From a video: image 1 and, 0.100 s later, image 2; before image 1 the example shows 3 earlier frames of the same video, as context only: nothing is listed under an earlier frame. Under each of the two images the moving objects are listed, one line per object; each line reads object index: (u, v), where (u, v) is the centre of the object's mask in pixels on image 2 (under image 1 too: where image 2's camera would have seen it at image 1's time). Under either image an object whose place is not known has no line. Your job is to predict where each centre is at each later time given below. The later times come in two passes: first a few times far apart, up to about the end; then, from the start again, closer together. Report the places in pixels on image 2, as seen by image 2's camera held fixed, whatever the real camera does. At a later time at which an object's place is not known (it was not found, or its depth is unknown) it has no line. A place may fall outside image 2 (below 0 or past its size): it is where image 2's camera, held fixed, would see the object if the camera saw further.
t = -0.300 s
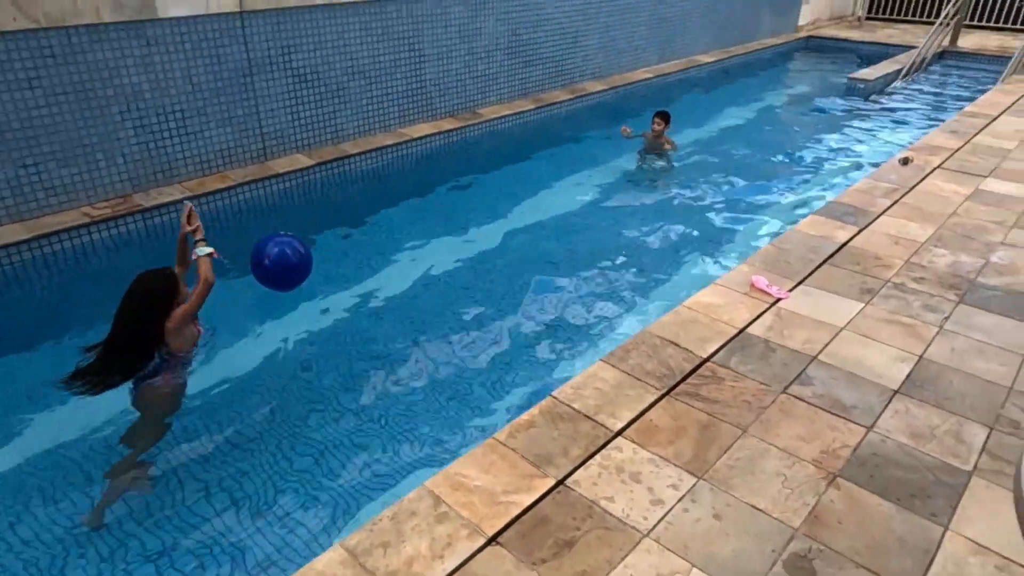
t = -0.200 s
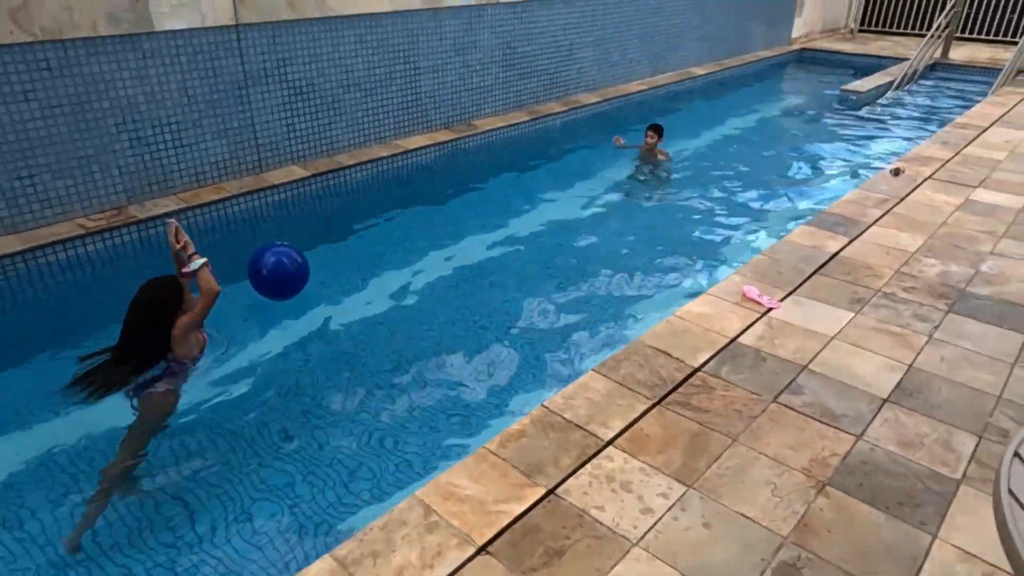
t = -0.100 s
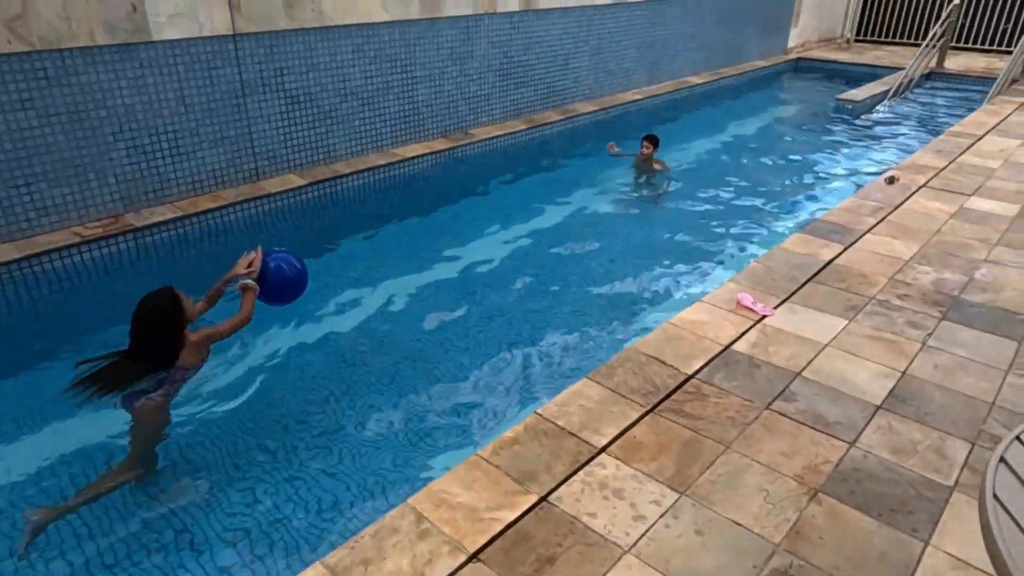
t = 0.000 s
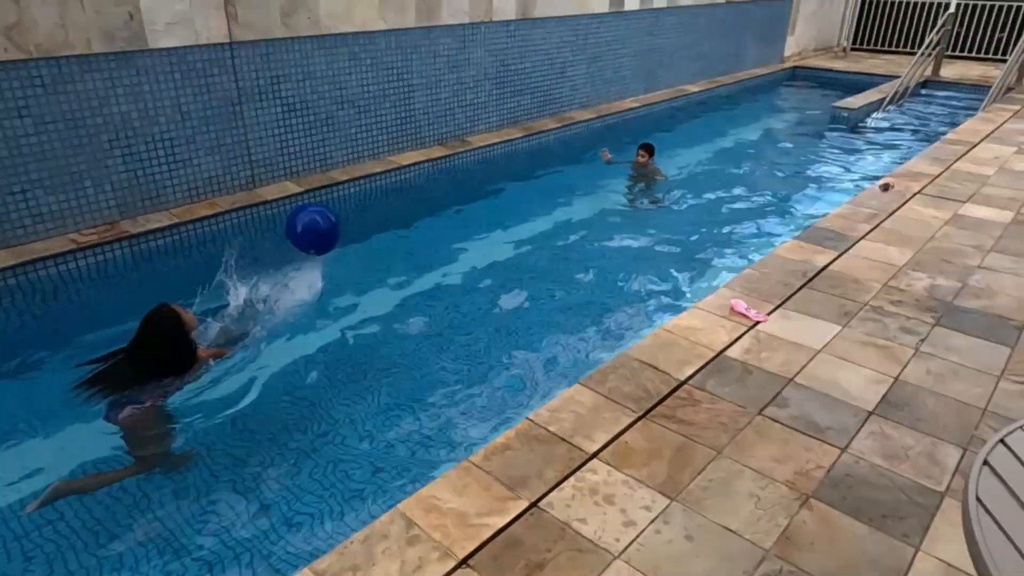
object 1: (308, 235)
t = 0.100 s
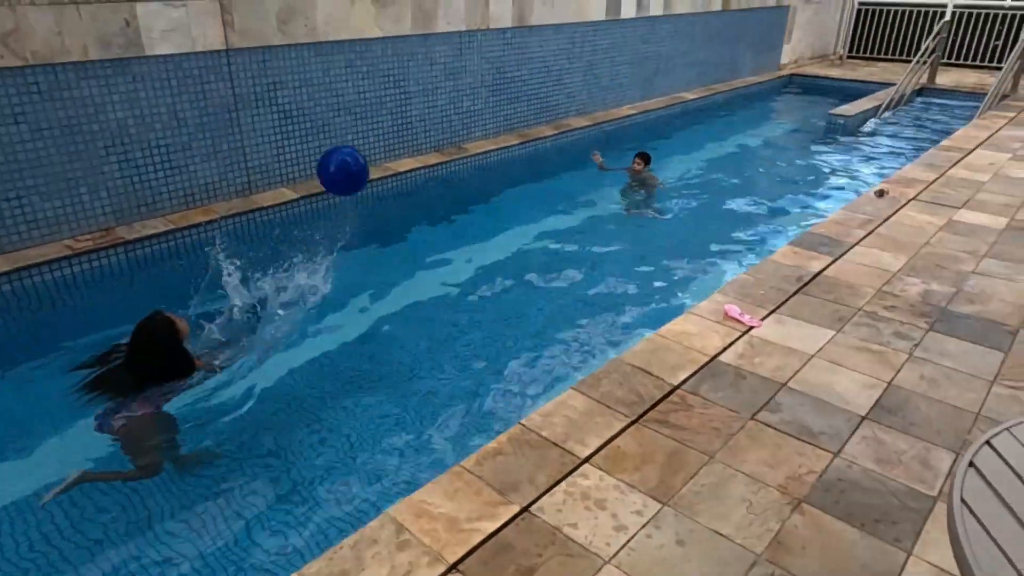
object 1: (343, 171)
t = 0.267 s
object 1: (392, 111)
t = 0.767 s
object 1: (493, 134)
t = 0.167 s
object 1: (364, 140)
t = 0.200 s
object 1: (373, 129)
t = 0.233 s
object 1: (383, 119)
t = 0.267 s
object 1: (392, 111)
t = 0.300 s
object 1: (400, 103)
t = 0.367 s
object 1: (416, 94)
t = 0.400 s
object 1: (424, 93)
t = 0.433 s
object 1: (432, 92)
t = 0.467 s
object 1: (439, 93)
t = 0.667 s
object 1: (477, 114)
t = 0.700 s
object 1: (482, 121)
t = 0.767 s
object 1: (493, 134)
